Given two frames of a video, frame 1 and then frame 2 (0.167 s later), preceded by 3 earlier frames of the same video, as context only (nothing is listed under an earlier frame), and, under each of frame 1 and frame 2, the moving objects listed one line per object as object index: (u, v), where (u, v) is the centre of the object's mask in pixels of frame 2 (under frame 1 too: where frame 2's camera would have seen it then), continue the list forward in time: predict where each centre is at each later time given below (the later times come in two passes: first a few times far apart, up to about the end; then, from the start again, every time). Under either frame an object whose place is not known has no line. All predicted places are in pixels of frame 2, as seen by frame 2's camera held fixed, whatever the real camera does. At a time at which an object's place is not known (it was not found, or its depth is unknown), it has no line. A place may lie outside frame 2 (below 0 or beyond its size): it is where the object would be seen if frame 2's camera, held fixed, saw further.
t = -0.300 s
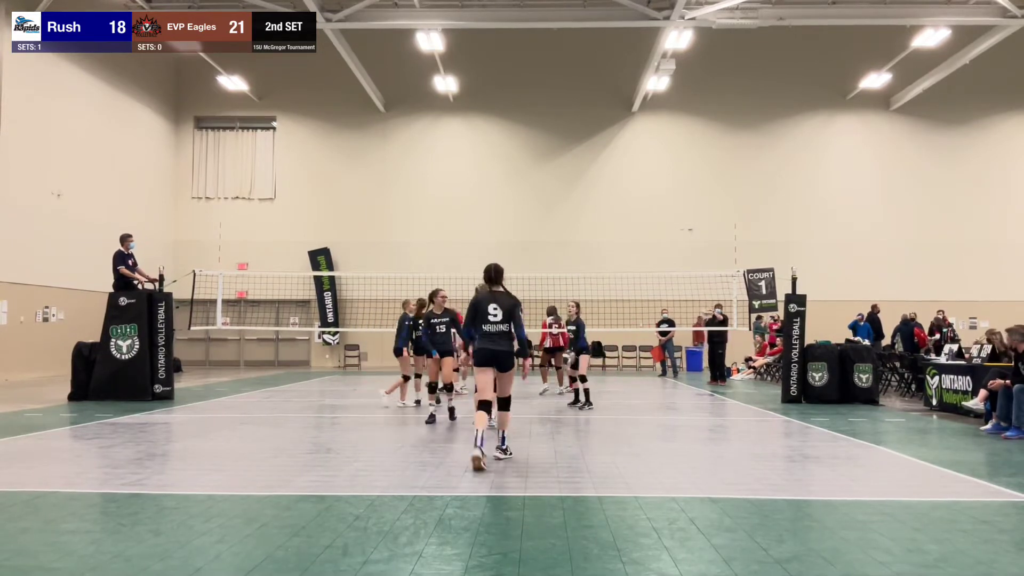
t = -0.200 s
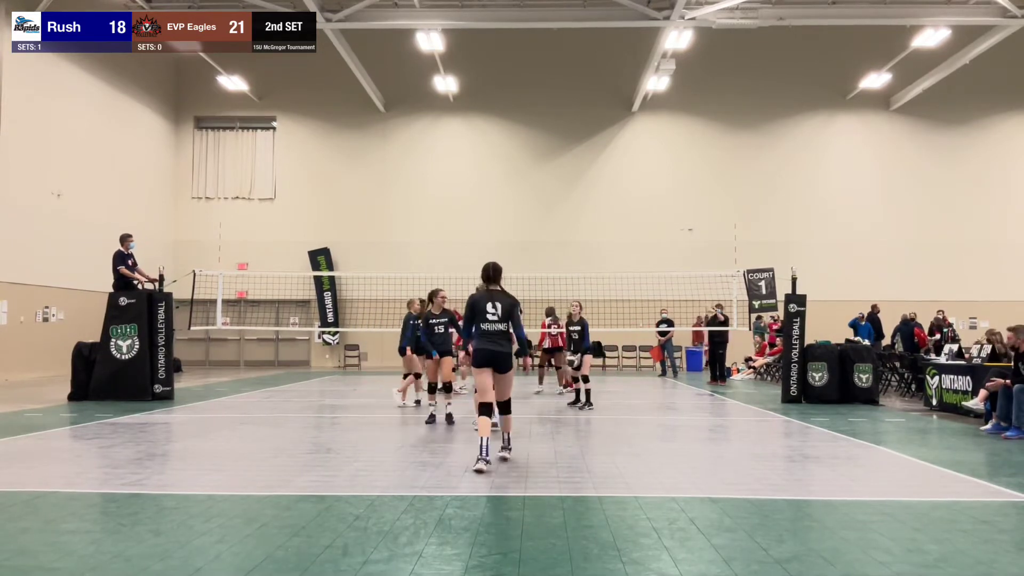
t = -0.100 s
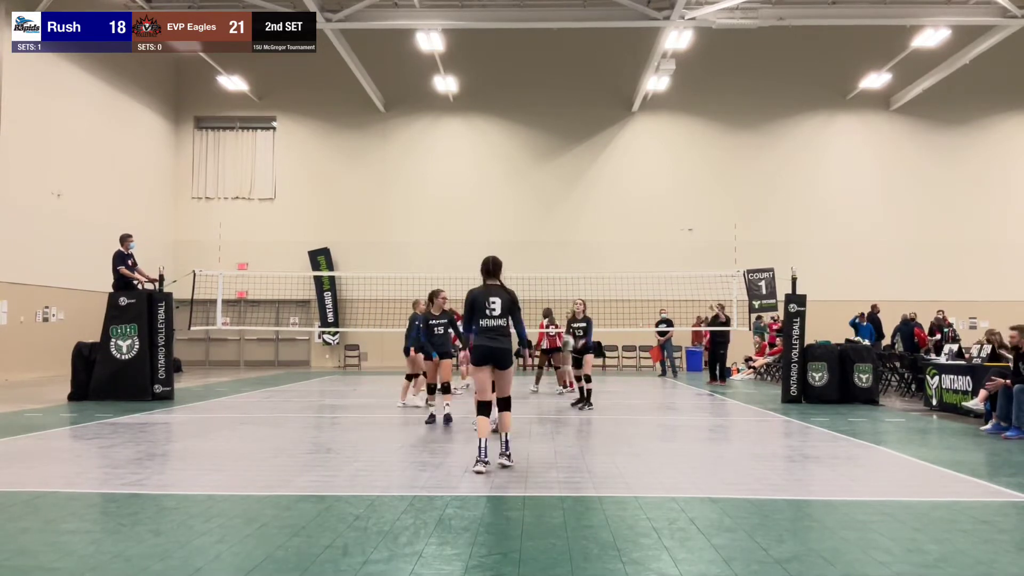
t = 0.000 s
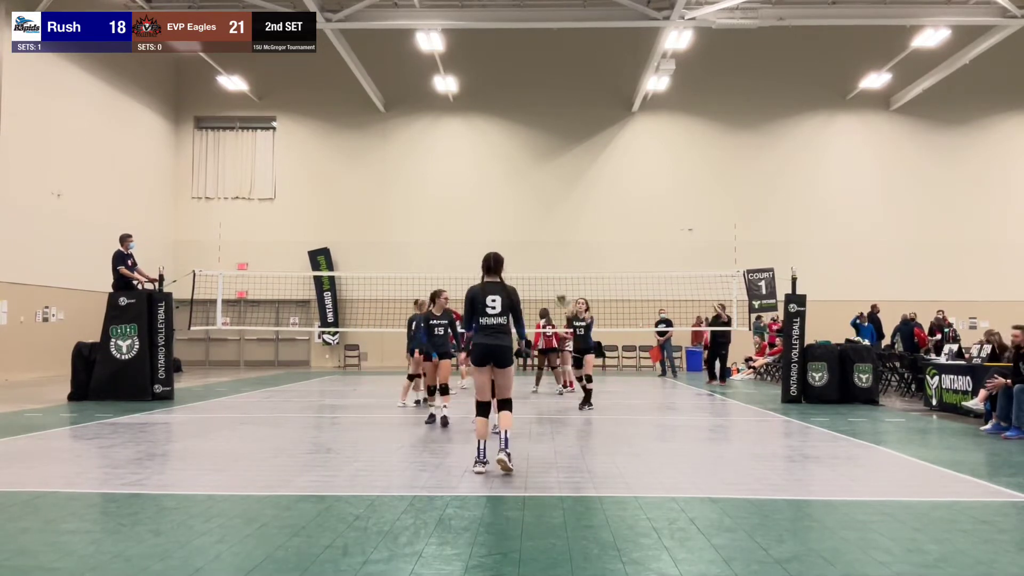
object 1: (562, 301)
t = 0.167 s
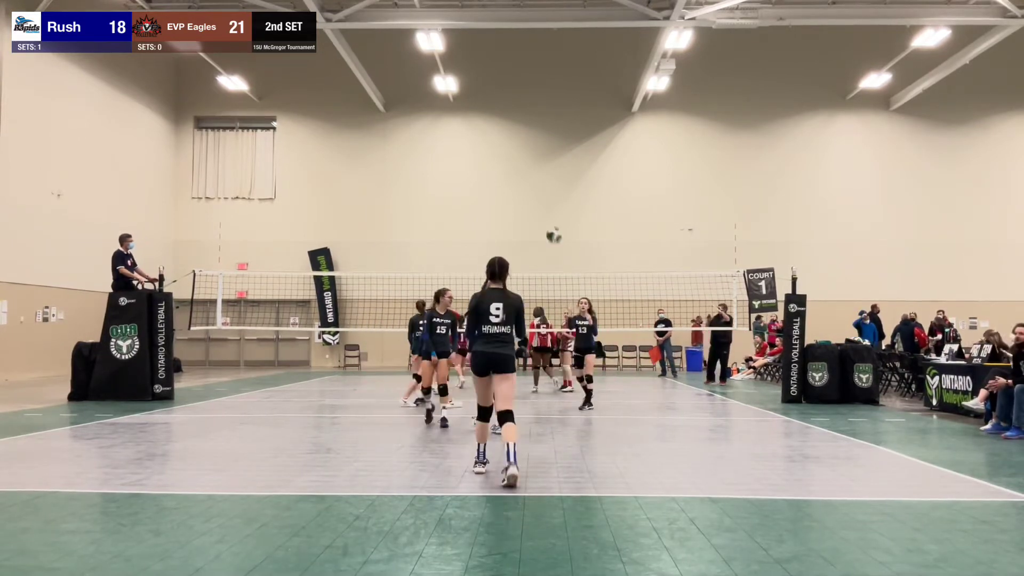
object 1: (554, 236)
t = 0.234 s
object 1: (550, 214)
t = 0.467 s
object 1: (535, 156)
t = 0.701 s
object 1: (517, 139)
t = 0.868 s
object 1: (500, 161)
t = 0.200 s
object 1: (552, 224)
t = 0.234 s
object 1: (550, 214)
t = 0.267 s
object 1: (548, 203)
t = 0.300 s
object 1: (546, 194)
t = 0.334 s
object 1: (544, 185)
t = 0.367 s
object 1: (542, 177)
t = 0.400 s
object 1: (540, 169)
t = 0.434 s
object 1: (538, 162)
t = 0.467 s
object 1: (535, 156)
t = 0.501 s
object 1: (533, 151)
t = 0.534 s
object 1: (530, 147)
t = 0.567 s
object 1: (528, 144)
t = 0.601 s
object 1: (525, 141)
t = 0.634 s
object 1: (523, 140)
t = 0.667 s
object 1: (520, 139)
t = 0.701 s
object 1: (517, 139)
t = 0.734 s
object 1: (514, 141)
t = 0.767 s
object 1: (511, 144)
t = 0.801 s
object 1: (508, 148)
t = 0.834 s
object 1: (504, 153)
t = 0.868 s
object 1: (500, 161)
